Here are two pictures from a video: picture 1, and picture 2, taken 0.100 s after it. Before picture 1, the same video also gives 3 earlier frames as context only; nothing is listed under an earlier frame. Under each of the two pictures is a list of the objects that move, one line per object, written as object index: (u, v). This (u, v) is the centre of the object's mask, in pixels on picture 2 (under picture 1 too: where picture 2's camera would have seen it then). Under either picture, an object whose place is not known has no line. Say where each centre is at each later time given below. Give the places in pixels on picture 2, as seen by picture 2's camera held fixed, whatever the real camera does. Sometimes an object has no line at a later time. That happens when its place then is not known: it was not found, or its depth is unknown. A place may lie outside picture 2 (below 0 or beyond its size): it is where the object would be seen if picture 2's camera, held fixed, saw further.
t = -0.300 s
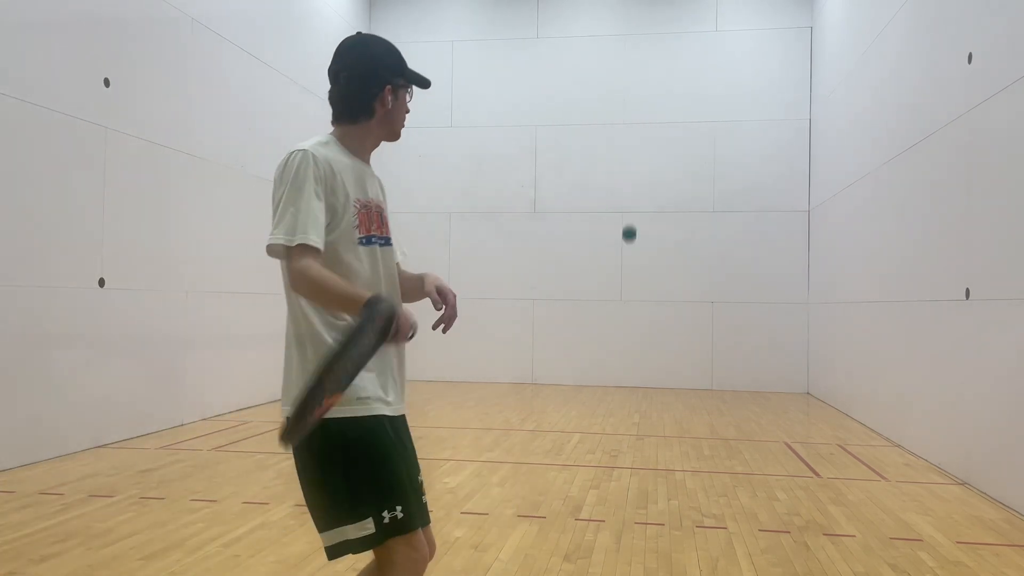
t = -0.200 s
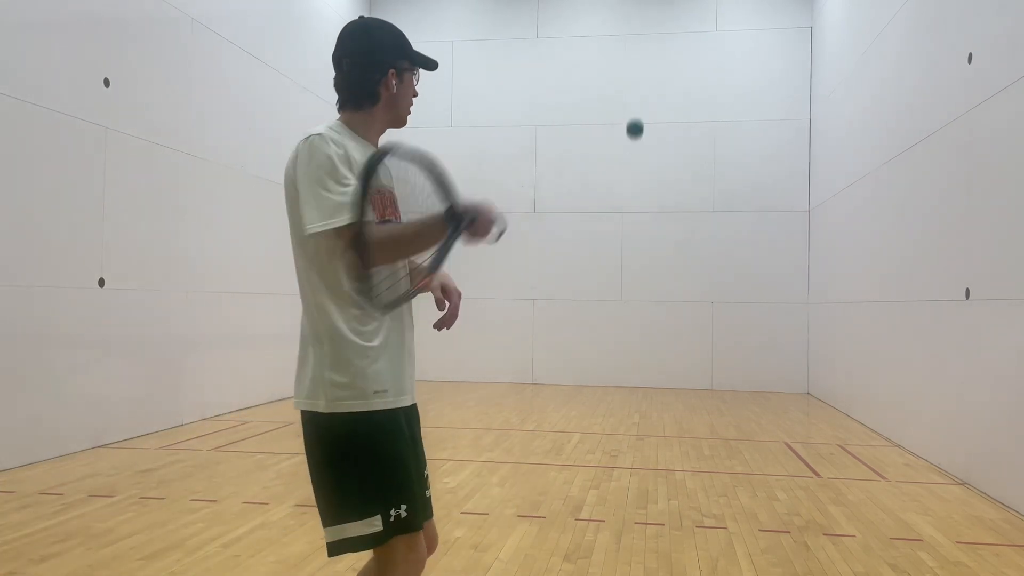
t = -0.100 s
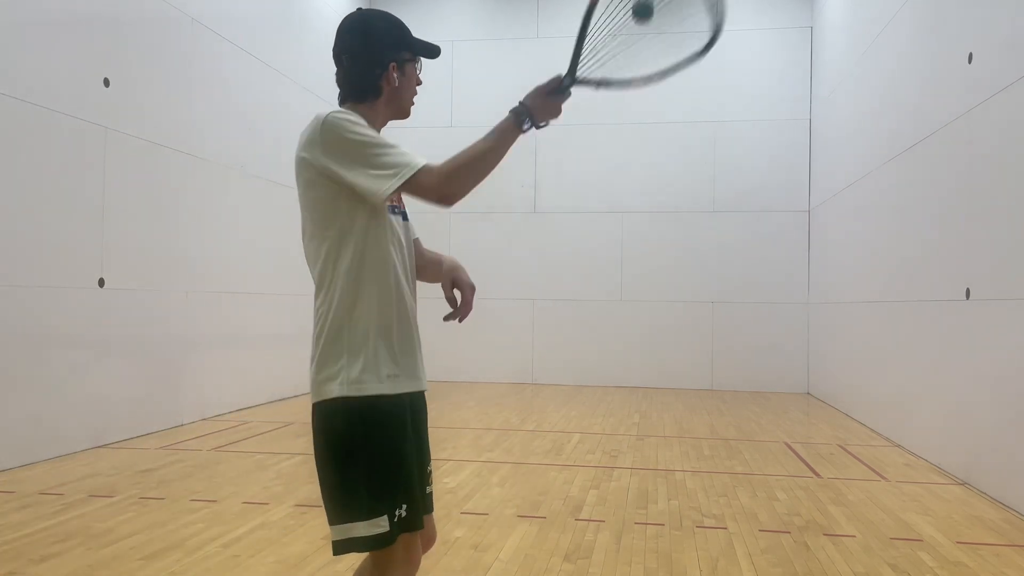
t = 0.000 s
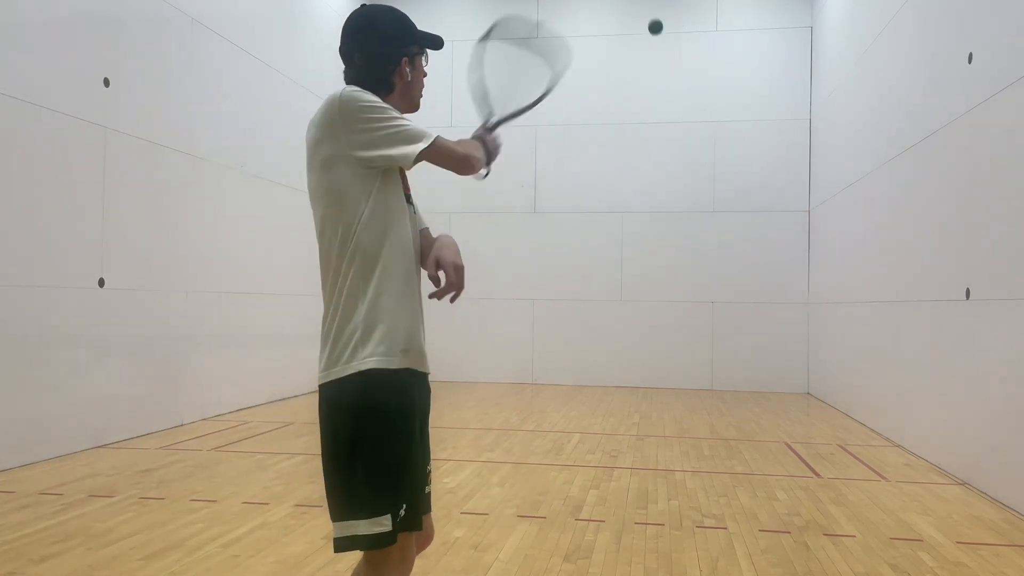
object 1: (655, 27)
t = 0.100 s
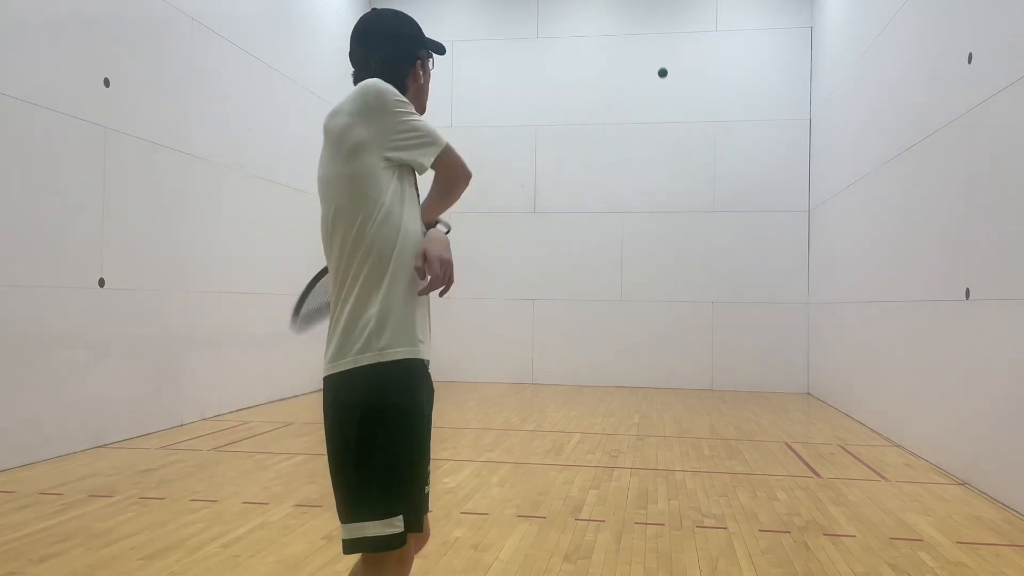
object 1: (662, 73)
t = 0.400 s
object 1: (674, 164)
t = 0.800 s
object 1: (691, 231)
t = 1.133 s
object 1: (721, 449)
